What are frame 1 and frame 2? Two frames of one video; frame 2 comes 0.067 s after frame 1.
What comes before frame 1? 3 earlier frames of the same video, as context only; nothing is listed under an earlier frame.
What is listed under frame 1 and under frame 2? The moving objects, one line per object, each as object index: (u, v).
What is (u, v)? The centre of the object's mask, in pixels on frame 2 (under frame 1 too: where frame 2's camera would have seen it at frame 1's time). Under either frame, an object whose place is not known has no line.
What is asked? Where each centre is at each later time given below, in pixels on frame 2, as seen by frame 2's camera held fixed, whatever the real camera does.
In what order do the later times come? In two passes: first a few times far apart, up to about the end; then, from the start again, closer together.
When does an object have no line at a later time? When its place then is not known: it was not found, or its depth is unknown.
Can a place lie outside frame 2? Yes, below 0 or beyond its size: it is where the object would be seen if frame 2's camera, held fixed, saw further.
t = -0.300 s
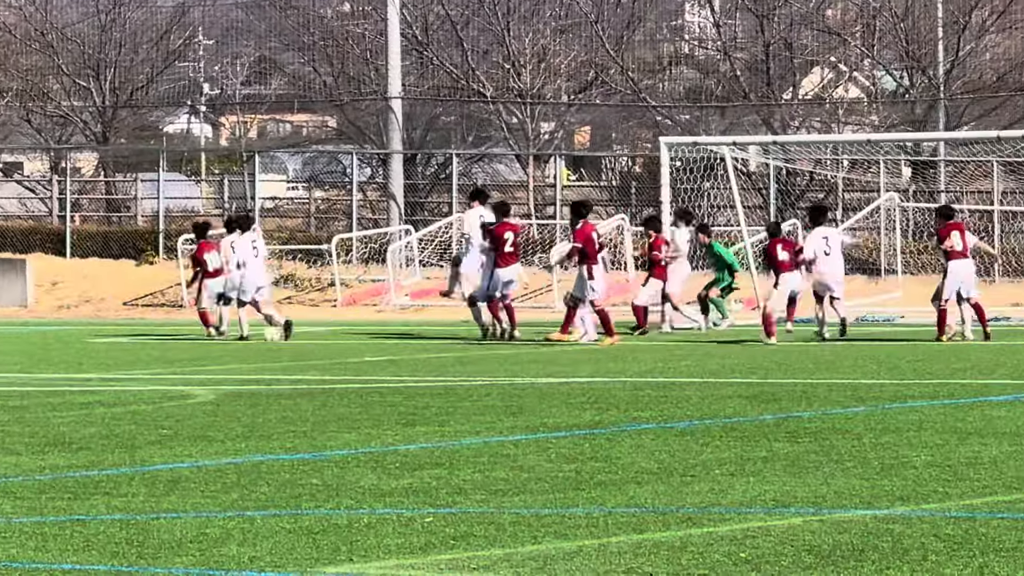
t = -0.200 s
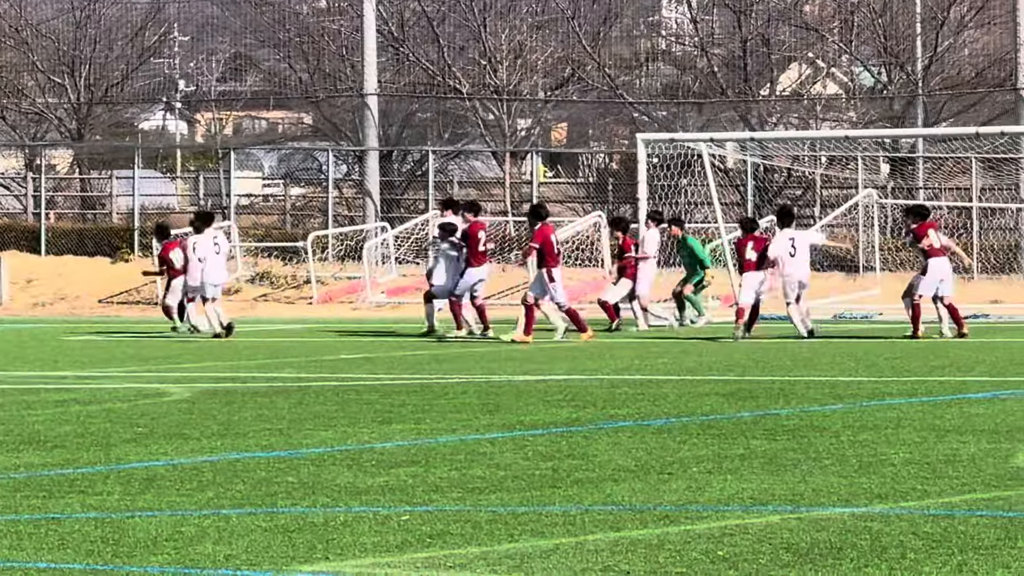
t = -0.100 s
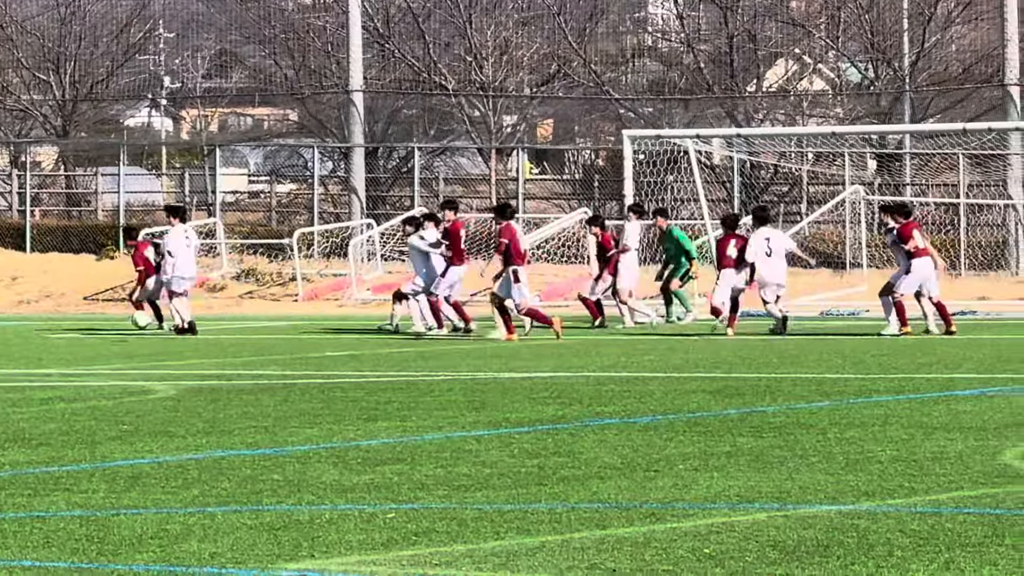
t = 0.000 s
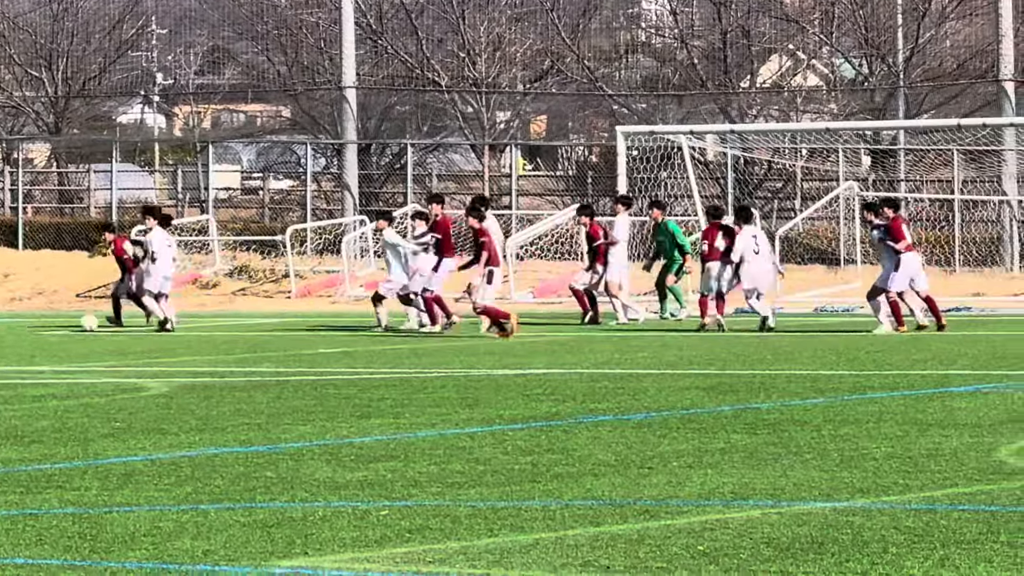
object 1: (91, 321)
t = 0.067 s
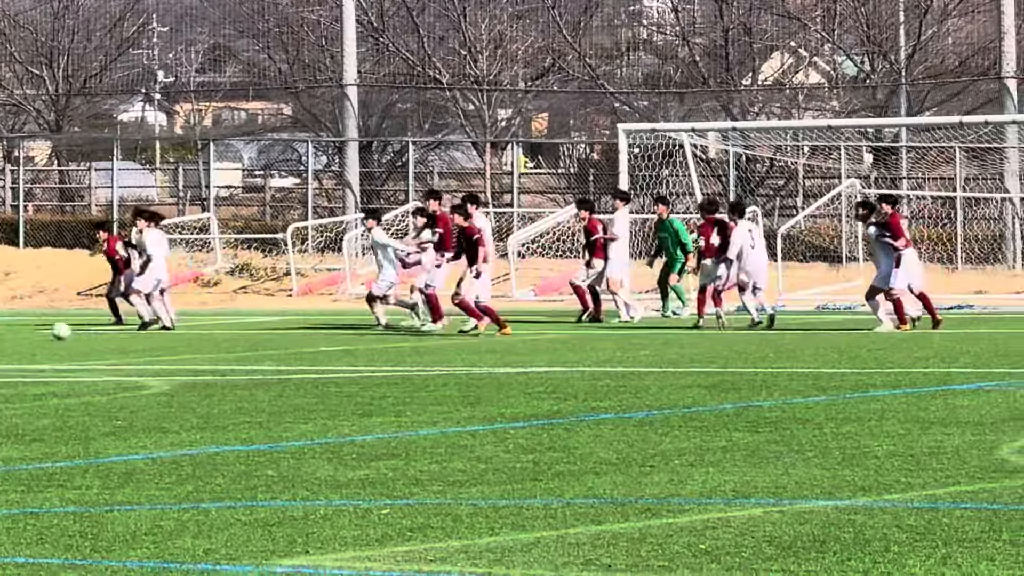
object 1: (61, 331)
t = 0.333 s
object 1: (-48, 332)
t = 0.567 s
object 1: (-137, 341)
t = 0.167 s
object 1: (18, 327)
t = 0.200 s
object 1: (4, 326)
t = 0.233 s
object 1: (-11, 327)
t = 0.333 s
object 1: (-48, 332)
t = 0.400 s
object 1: (-75, 340)
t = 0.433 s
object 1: (-90, 339)
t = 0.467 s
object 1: (-105, 338)
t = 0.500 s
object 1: (-117, 338)
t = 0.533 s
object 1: (-128, 339)
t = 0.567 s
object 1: (-137, 341)
